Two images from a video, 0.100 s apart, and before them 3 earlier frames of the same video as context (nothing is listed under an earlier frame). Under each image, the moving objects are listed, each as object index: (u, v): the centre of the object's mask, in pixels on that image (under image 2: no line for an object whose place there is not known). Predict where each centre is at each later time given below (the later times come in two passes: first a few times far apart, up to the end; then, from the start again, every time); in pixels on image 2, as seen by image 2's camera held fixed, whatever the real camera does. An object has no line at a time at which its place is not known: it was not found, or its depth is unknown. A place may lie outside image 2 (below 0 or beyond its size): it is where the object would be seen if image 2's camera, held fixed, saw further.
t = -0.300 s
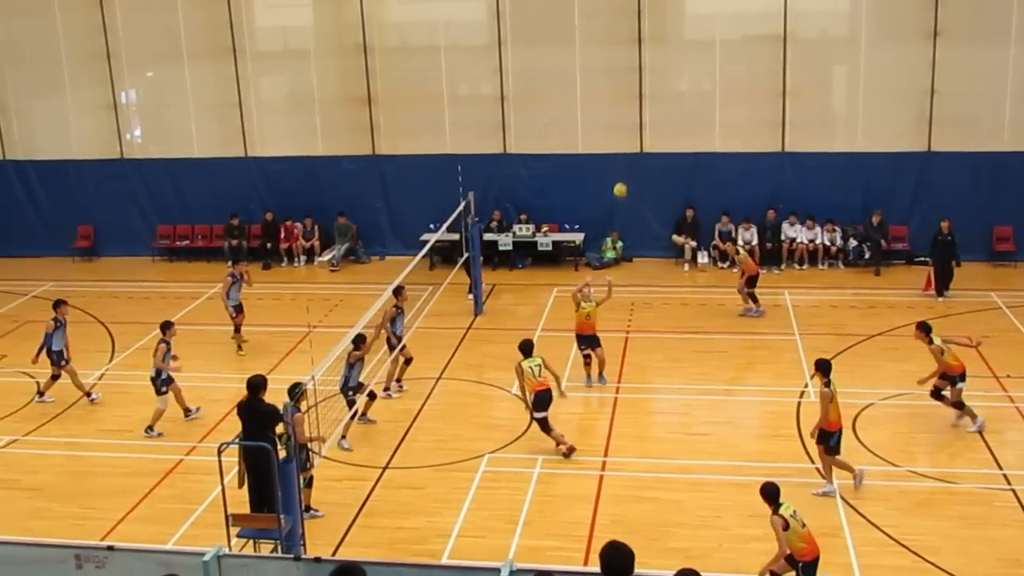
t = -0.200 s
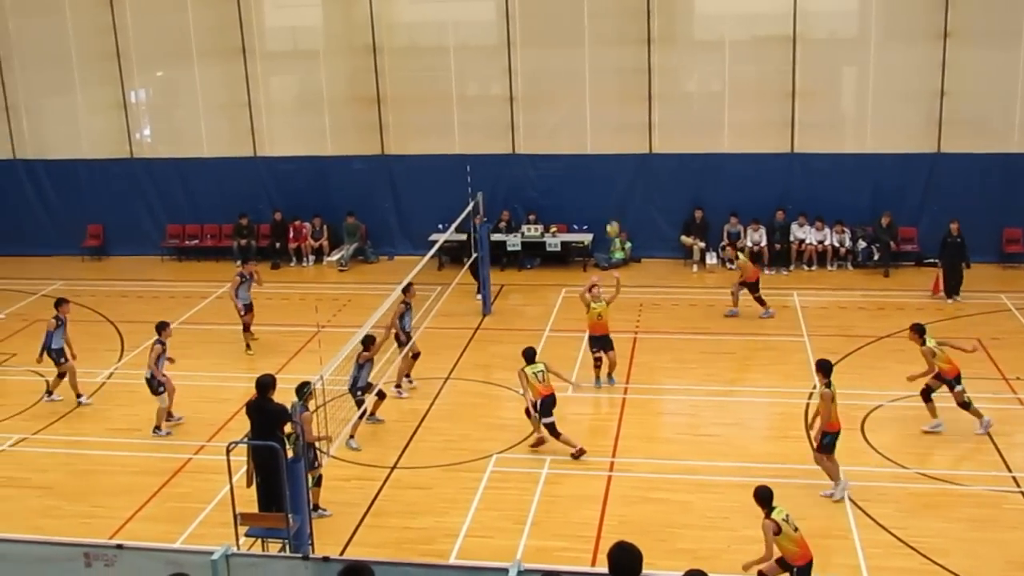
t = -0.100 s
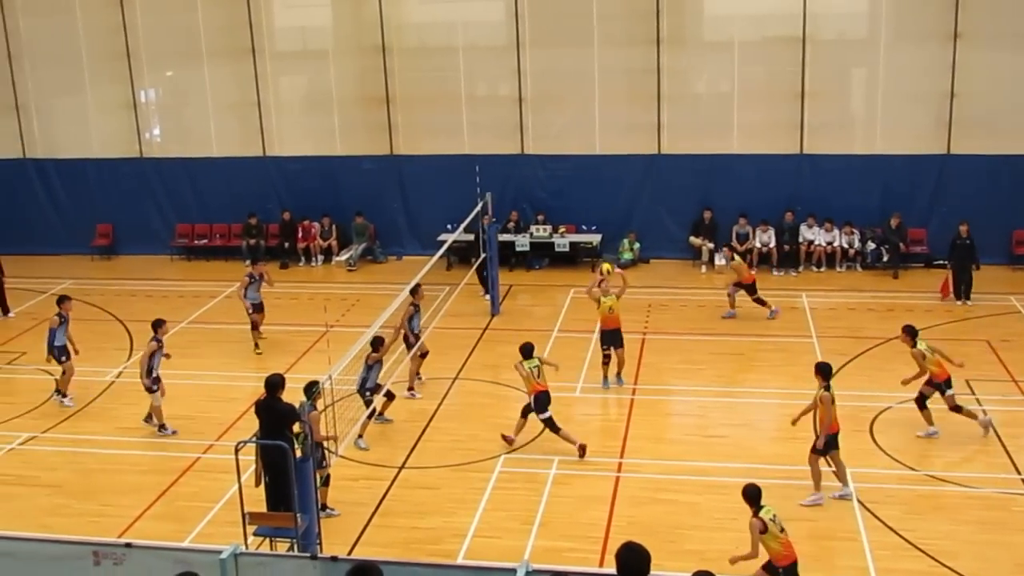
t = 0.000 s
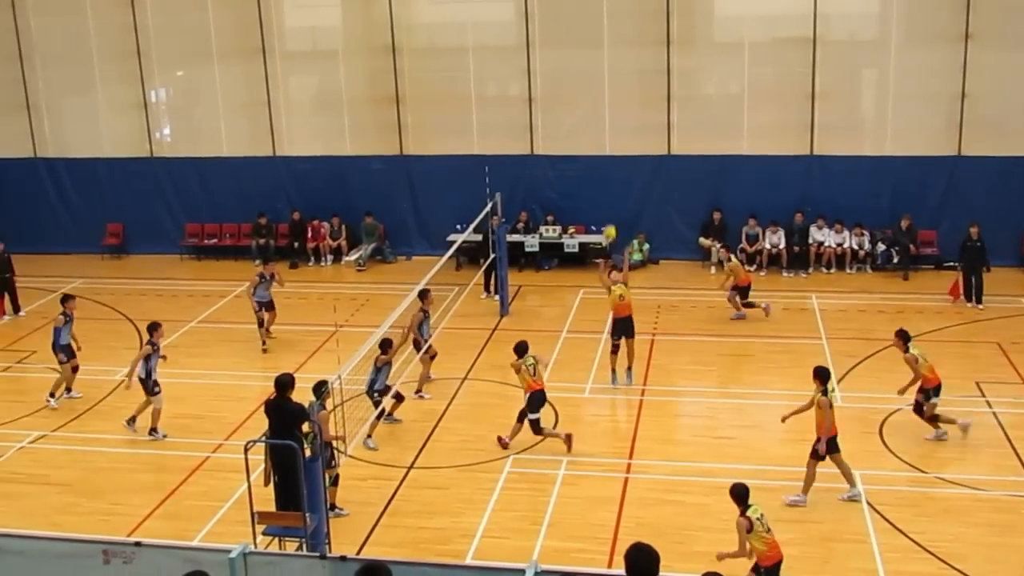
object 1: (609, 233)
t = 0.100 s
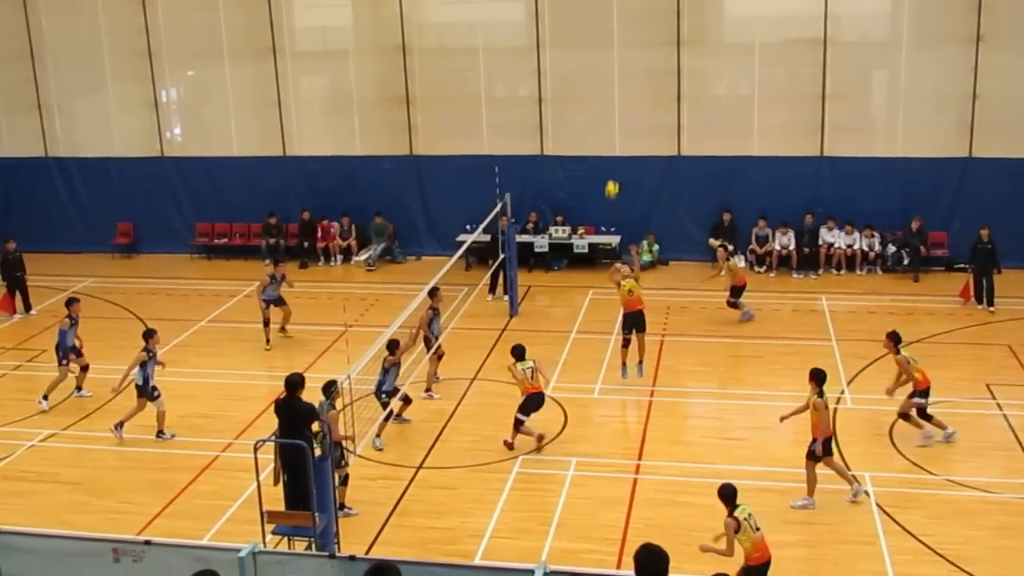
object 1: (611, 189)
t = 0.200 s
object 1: (605, 148)
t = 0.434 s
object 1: (589, 81)
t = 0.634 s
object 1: (573, 49)
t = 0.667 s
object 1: (570, 46)
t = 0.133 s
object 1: (609, 175)
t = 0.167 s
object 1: (607, 161)
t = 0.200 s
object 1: (605, 148)
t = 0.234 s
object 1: (603, 137)
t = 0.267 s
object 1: (601, 126)
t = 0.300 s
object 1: (598, 116)
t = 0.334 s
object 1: (596, 106)
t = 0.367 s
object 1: (595, 96)
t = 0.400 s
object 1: (592, 89)
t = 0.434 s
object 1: (589, 81)
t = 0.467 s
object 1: (587, 74)
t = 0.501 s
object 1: (584, 68)
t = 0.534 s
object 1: (582, 62)
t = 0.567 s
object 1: (579, 57)
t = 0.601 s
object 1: (576, 52)
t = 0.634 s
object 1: (573, 49)
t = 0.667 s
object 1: (570, 46)
